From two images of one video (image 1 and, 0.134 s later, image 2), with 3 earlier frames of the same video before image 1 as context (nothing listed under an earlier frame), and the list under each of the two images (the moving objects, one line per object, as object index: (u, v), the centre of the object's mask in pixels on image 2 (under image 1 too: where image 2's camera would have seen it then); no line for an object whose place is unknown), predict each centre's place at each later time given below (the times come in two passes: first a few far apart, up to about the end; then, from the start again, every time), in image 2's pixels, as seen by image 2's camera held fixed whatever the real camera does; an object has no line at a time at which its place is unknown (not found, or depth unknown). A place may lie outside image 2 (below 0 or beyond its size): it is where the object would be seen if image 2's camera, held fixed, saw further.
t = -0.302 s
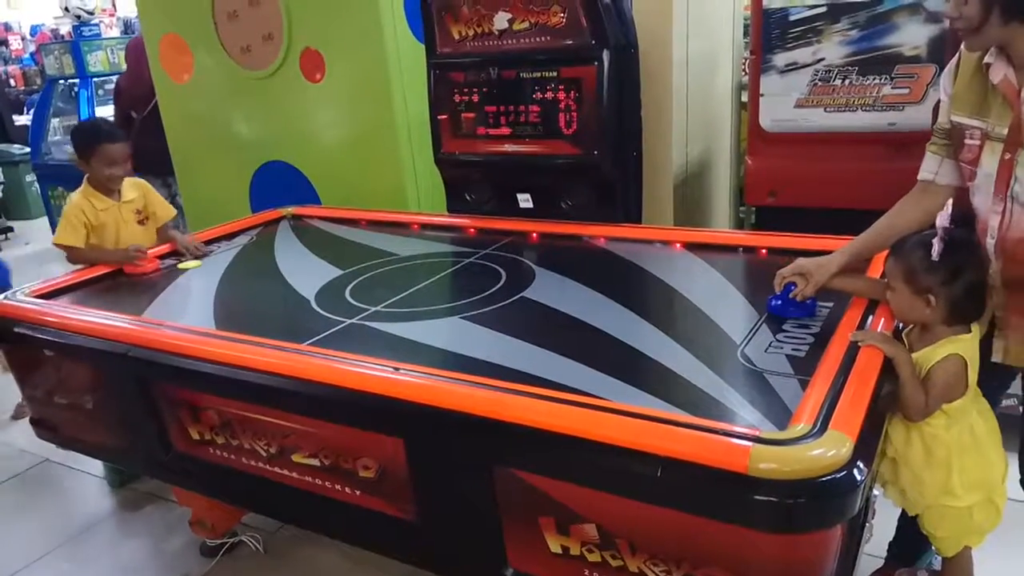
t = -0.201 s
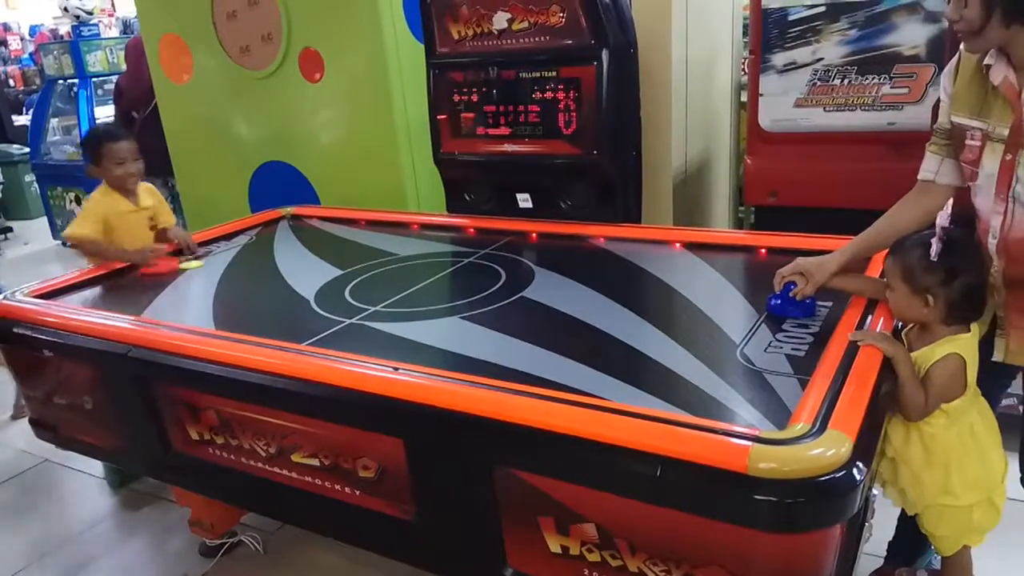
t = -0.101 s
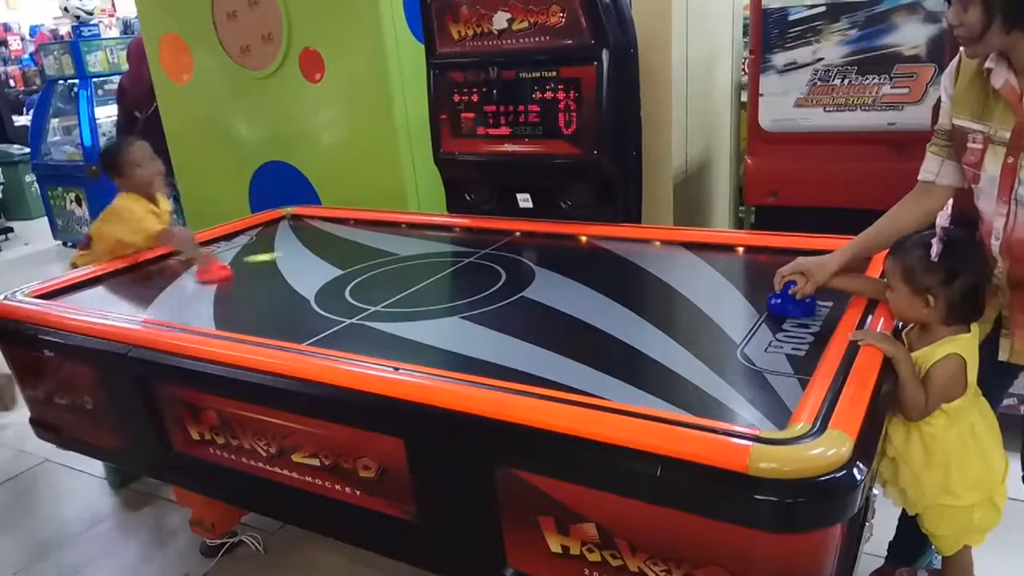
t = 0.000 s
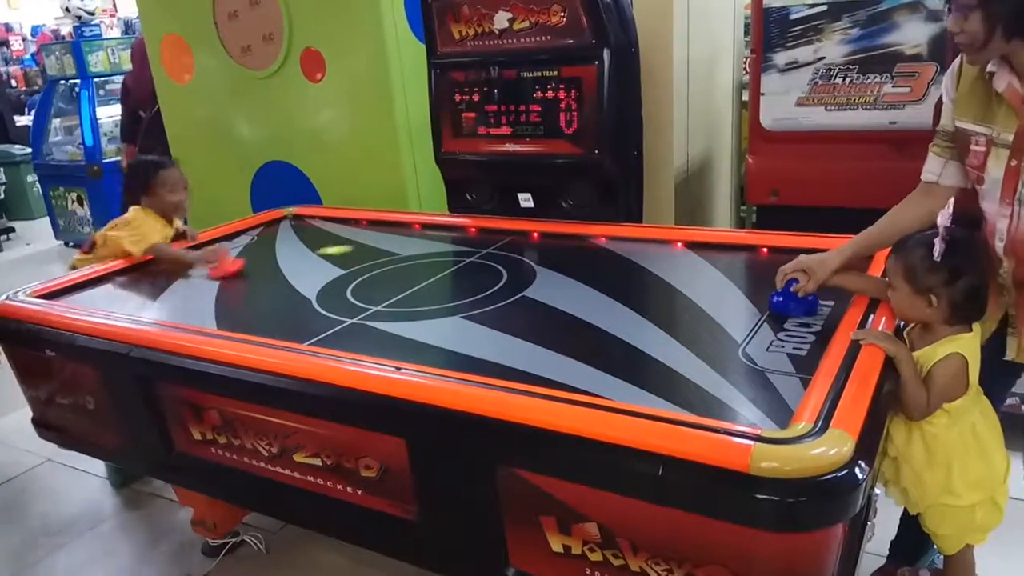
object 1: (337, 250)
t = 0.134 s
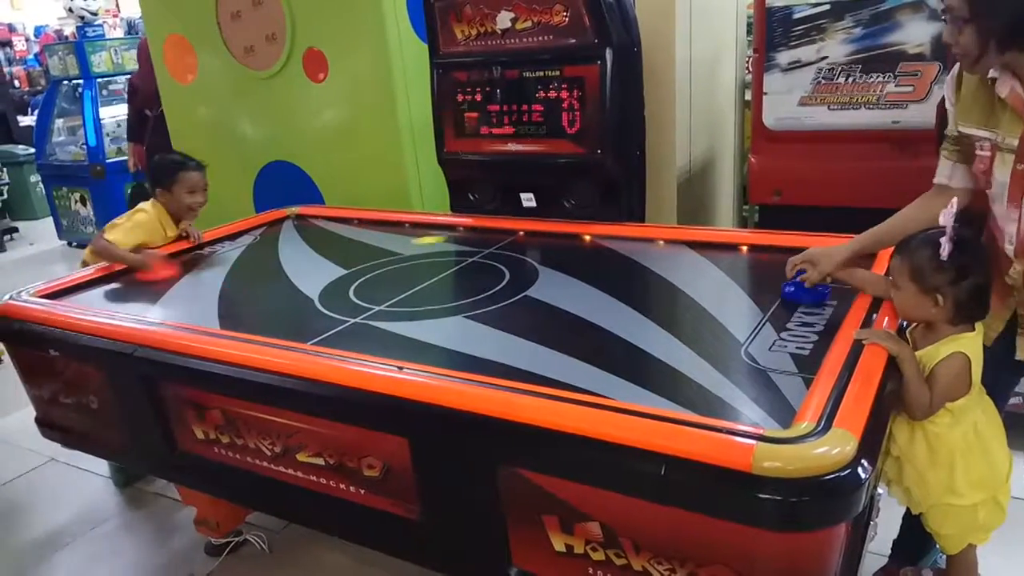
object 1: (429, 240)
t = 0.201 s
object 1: (473, 236)
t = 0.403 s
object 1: (551, 246)
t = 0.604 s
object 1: (621, 269)
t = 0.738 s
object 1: (677, 288)
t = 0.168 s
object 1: (451, 238)
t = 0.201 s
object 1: (473, 236)
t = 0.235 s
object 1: (495, 234)
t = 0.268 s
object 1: (511, 234)
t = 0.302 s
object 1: (522, 236)
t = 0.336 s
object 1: (531, 239)
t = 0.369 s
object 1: (540, 243)
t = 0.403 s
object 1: (551, 246)
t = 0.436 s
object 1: (562, 249)
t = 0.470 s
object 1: (573, 253)
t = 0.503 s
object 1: (584, 257)
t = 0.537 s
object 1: (596, 261)
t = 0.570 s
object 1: (609, 265)
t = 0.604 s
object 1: (621, 269)
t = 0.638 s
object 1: (635, 274)
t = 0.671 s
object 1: (649, 278)
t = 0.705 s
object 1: (663, 283)
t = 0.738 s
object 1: (677, 288)
